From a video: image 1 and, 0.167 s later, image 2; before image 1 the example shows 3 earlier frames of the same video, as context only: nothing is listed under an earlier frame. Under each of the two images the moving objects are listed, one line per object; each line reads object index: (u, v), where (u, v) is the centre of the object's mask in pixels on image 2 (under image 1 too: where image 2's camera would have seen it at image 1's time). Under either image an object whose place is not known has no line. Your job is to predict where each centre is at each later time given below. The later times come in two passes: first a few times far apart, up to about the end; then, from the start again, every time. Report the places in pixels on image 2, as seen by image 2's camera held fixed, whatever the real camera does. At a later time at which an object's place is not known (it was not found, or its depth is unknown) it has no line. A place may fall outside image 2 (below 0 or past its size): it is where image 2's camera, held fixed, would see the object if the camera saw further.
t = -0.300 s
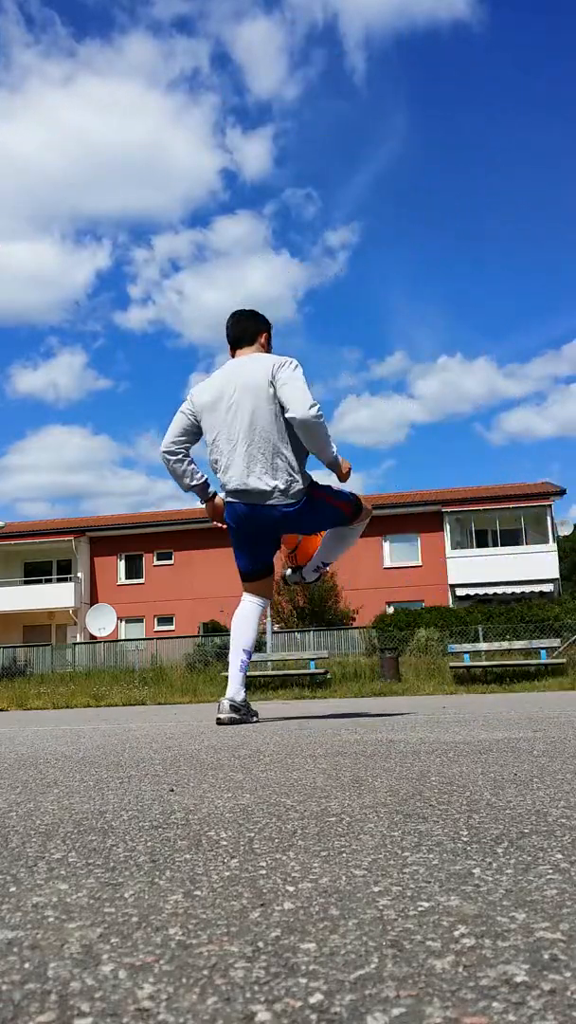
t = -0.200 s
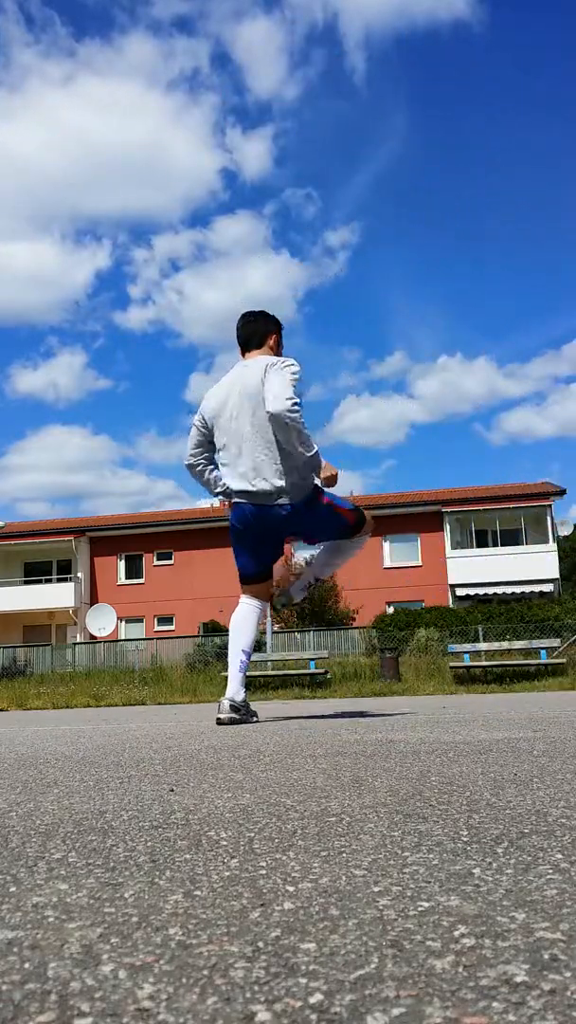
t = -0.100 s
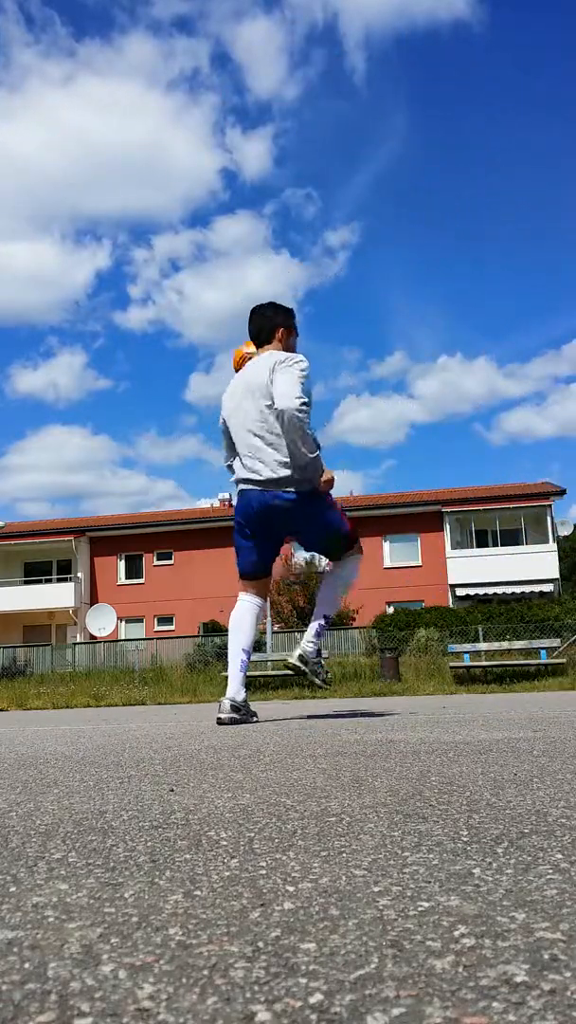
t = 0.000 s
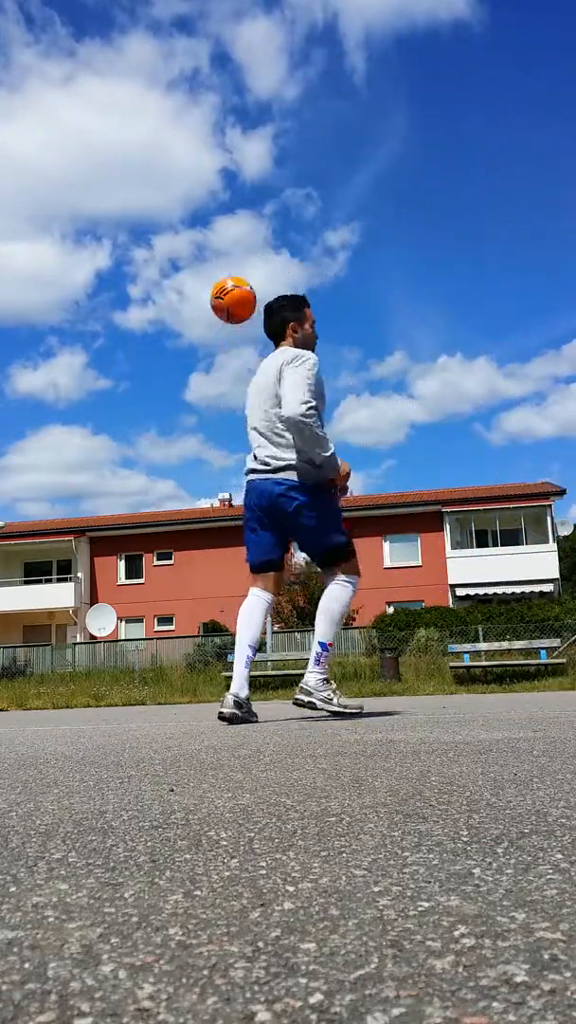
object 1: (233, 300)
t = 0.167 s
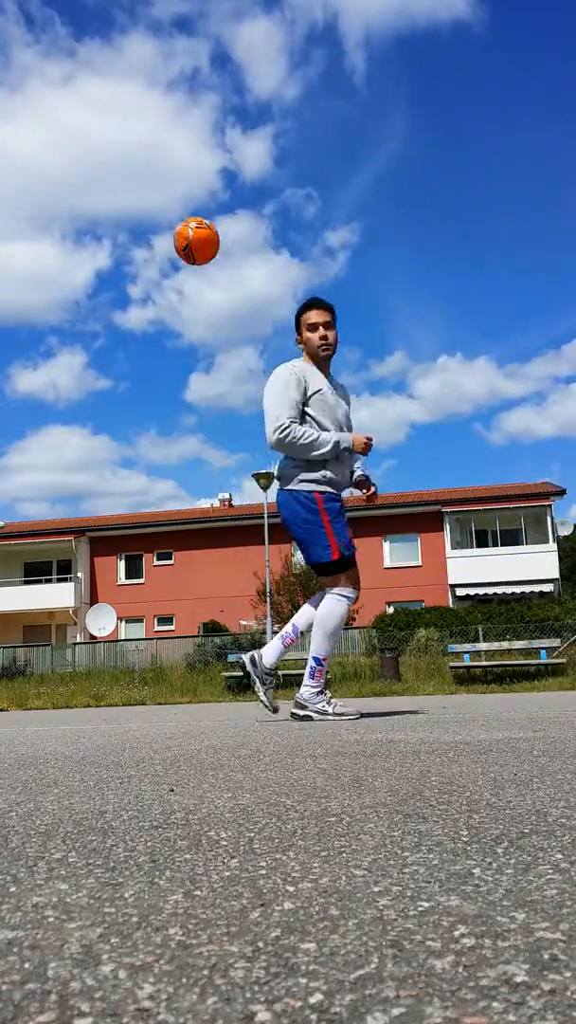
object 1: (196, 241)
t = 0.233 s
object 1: (182, 233)
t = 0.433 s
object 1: (139, 261)
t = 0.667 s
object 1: (87, 400)
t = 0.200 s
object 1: (189, 236)
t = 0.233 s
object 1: (182, 233)
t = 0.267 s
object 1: (175, 232)
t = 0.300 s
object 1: (168, 233)
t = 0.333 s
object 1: (161, 237)
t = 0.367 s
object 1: (153, 242)
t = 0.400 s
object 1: (147, 250)
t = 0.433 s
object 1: (139, 261)
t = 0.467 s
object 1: (132, 273)
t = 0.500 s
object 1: (125, 288)
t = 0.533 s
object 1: (118, 306)
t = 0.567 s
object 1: (110, 325)
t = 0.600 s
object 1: (103, 348)
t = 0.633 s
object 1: (95, 373)
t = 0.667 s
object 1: (87, 400)
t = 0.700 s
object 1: (79, 431)
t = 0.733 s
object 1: (71, 464)
